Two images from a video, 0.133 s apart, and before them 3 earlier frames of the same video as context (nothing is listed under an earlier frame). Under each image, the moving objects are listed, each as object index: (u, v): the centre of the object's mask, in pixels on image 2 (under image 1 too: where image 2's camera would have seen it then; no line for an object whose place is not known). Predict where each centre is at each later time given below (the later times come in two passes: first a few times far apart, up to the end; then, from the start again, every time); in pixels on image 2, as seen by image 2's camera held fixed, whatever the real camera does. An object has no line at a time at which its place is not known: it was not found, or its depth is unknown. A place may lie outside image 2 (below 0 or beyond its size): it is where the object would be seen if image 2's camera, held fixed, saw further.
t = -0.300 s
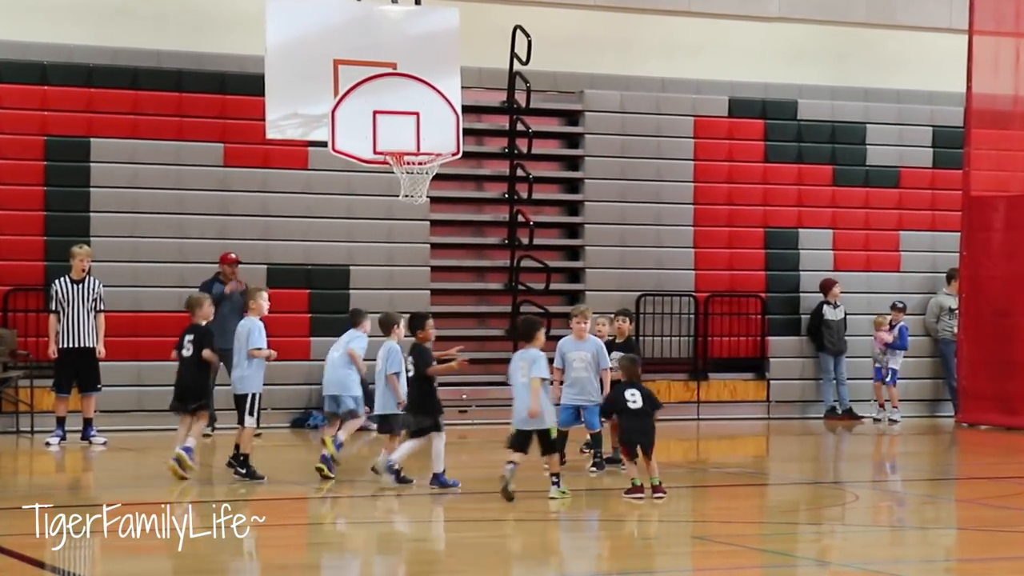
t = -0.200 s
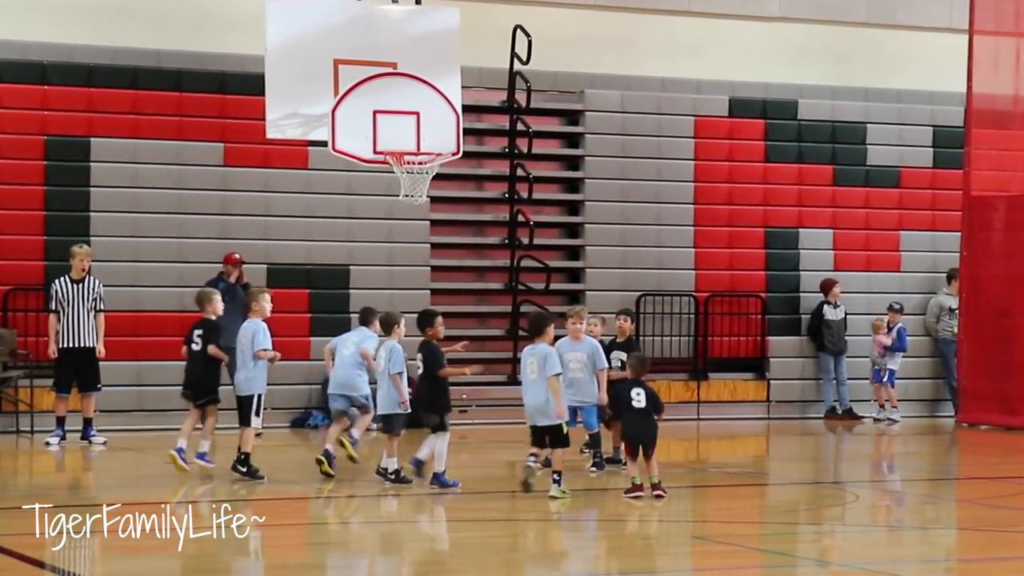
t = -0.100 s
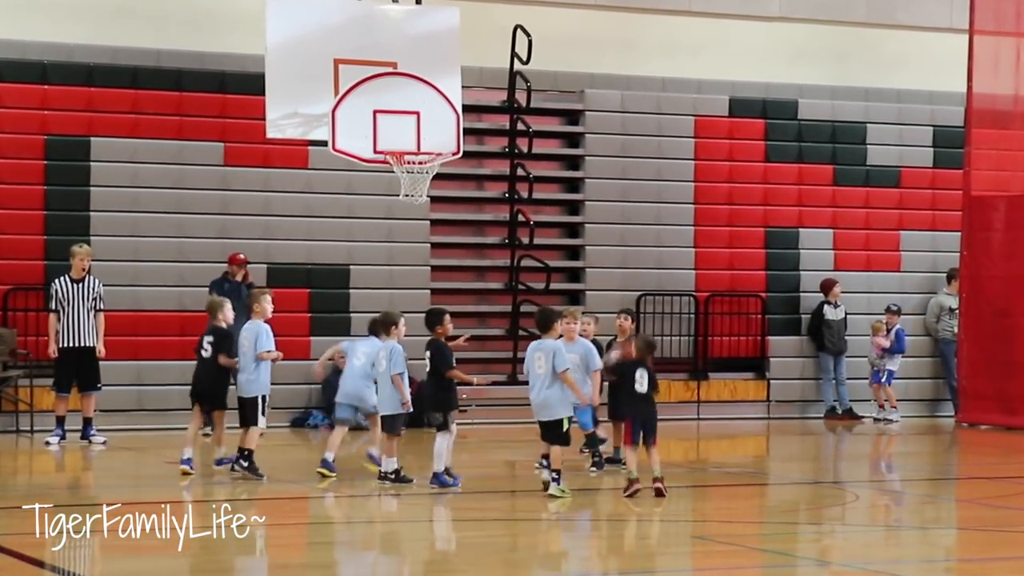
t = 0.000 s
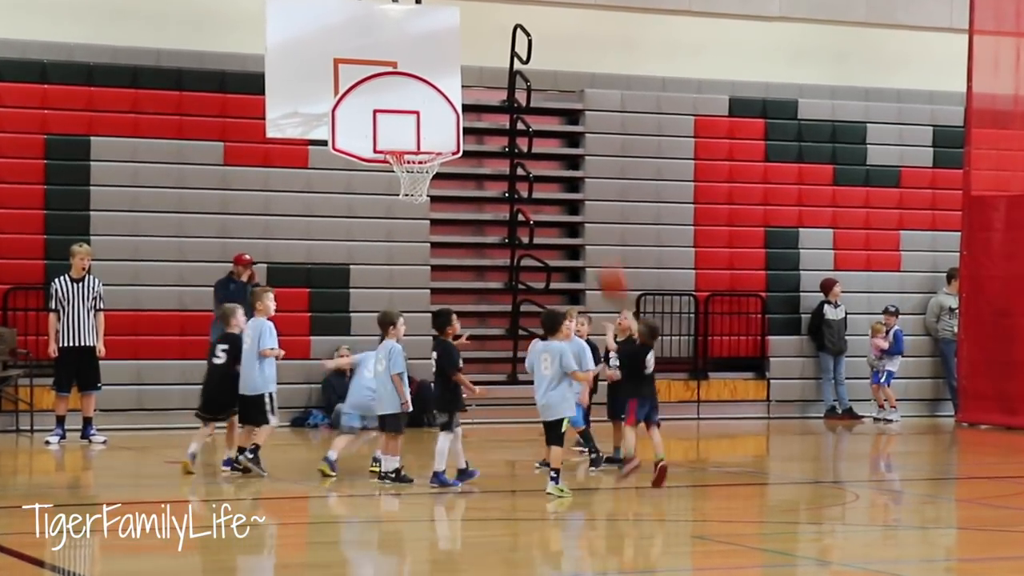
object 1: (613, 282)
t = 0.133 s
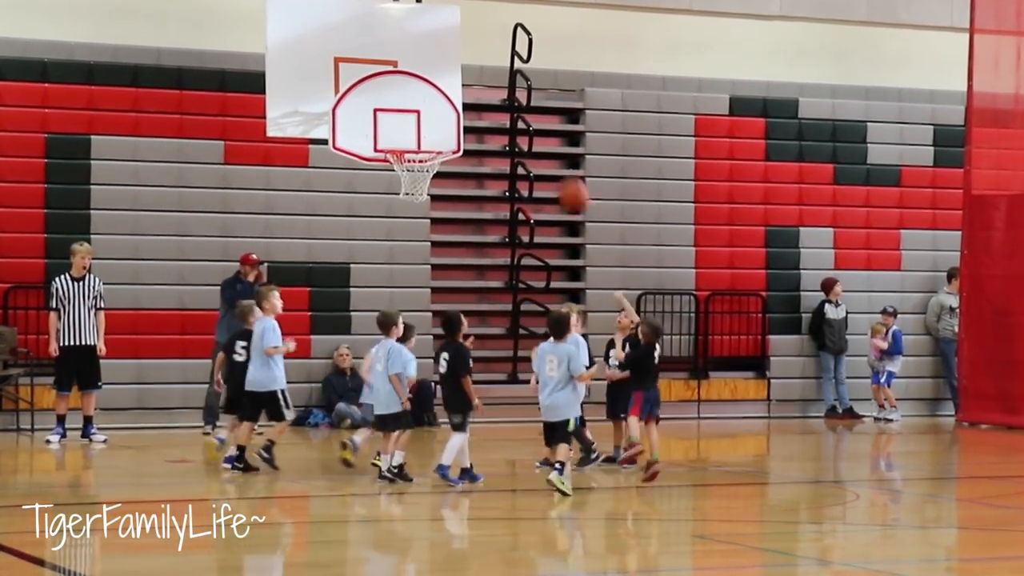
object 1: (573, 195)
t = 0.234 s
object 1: (544, 147)
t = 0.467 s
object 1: (481, 91)
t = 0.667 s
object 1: (432, 97)
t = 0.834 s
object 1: (399, 135)
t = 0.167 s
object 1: (564, 177)
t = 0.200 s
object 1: (554, 162)
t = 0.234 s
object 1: (544, 147)
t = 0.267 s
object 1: (534, 136)
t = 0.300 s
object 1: (524, 122)
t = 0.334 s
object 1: (516, 113)
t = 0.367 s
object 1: (507, 106)
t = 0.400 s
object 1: (499, 100)
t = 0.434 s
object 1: (489, 96)
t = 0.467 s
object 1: (481, 91)
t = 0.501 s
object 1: (474, 88)
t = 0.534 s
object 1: (466, 87)
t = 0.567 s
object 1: (457, 88)
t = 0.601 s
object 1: (448, 90)
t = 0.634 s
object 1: (439, 93)
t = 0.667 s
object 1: (432, 97)
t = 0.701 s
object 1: (424, 103)
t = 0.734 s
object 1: (416, 110)
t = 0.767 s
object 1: (408, 118)
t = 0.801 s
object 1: (400, 128)
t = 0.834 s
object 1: (399, 135)
